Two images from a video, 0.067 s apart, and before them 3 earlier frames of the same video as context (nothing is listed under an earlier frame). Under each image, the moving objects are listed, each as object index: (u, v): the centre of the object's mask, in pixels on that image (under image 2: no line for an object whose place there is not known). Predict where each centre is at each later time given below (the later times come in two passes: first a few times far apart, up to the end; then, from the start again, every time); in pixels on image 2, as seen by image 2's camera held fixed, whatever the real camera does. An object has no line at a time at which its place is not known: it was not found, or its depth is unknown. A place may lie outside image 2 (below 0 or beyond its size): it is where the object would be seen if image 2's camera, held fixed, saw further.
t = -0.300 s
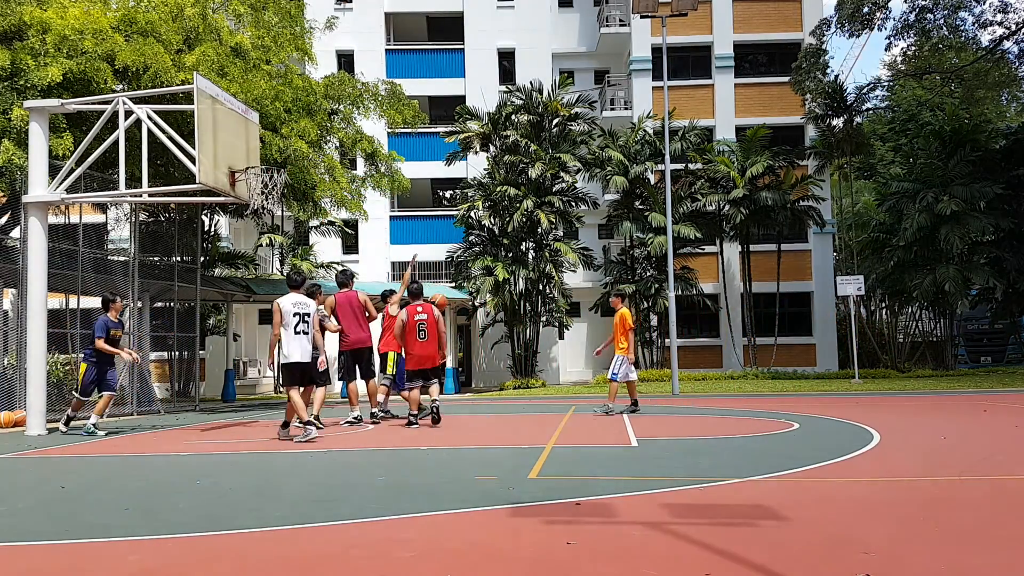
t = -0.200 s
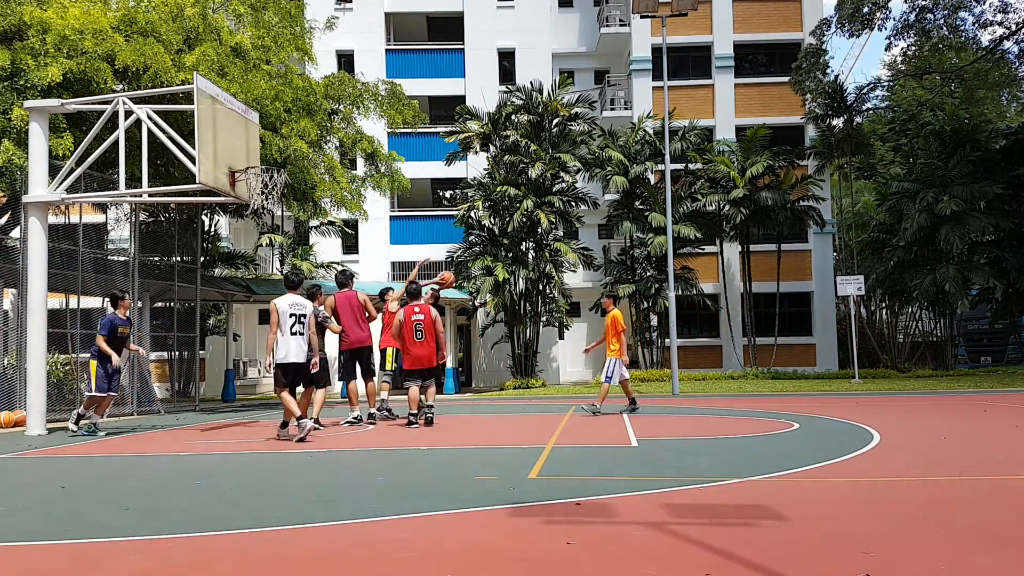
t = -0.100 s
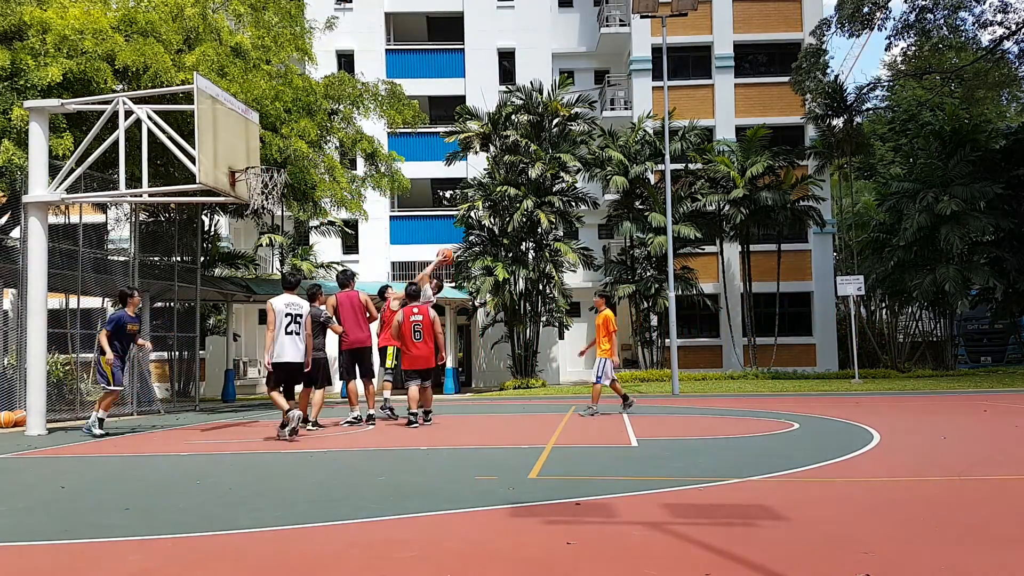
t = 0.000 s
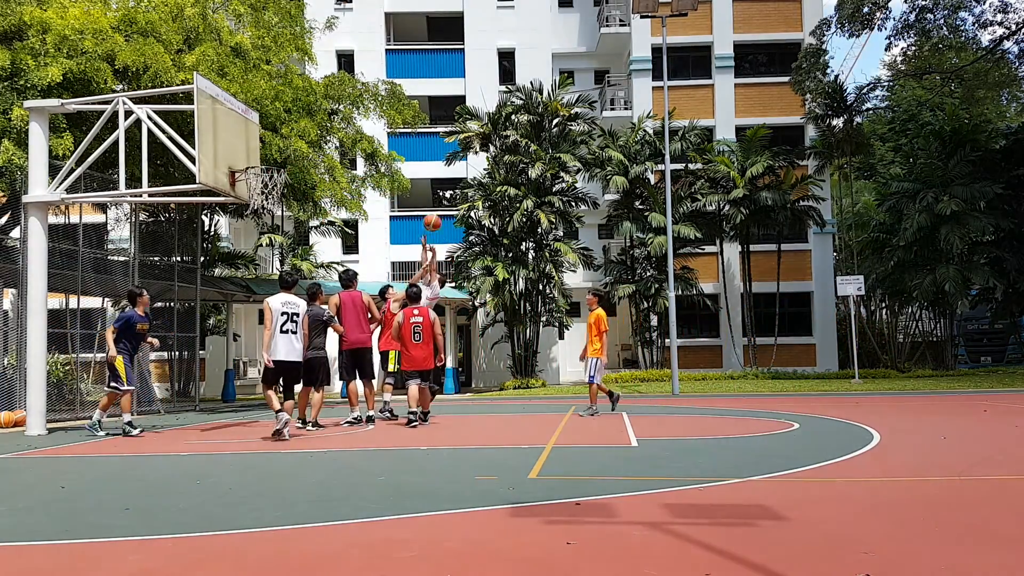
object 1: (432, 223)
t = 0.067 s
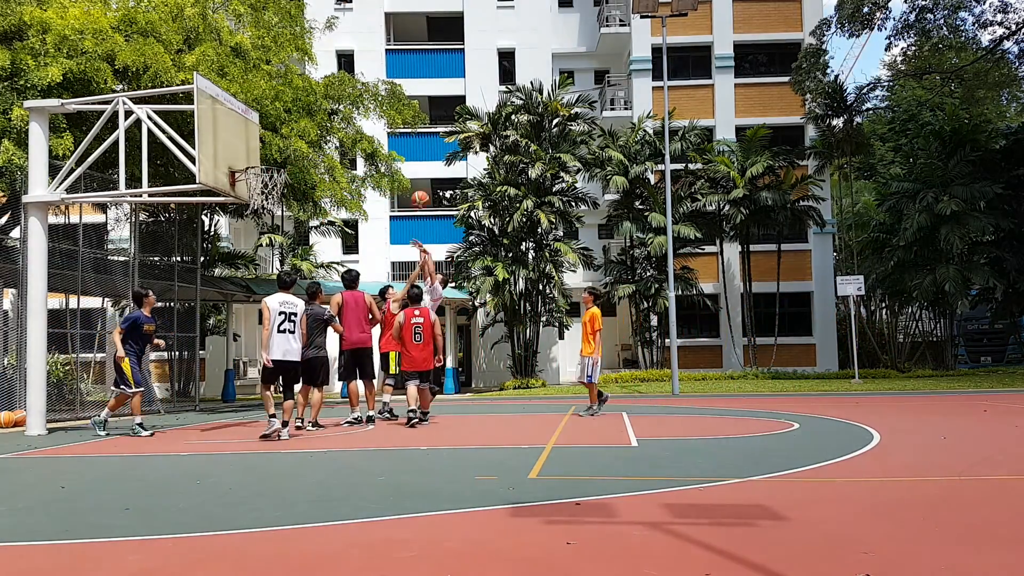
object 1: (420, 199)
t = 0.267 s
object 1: (383, 148)
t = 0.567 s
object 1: (325, 121)
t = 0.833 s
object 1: (270, 156)
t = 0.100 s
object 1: (414, 189)
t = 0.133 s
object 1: (408, 180)
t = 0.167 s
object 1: (401, 170)
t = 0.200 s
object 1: (396, 162)
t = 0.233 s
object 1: (390, 155)
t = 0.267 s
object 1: (383, 148)
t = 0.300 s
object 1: (377, 142)
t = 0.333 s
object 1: (371, 136)
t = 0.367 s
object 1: (365, 132)
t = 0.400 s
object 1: (358, 128)
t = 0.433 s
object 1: (351, 124)
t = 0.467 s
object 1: (346, 122)
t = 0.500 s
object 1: (339, 121)
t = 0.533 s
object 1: (332, 120)
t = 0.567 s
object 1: (325, 121)
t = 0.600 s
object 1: (319, 122)
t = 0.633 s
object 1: (312, 125)
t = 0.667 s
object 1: (305, 127)
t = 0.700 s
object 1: (298, 131)
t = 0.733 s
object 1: (291, 136)
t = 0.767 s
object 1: (284, 142)
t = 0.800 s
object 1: (277, 148)
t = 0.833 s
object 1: (270, 156)
